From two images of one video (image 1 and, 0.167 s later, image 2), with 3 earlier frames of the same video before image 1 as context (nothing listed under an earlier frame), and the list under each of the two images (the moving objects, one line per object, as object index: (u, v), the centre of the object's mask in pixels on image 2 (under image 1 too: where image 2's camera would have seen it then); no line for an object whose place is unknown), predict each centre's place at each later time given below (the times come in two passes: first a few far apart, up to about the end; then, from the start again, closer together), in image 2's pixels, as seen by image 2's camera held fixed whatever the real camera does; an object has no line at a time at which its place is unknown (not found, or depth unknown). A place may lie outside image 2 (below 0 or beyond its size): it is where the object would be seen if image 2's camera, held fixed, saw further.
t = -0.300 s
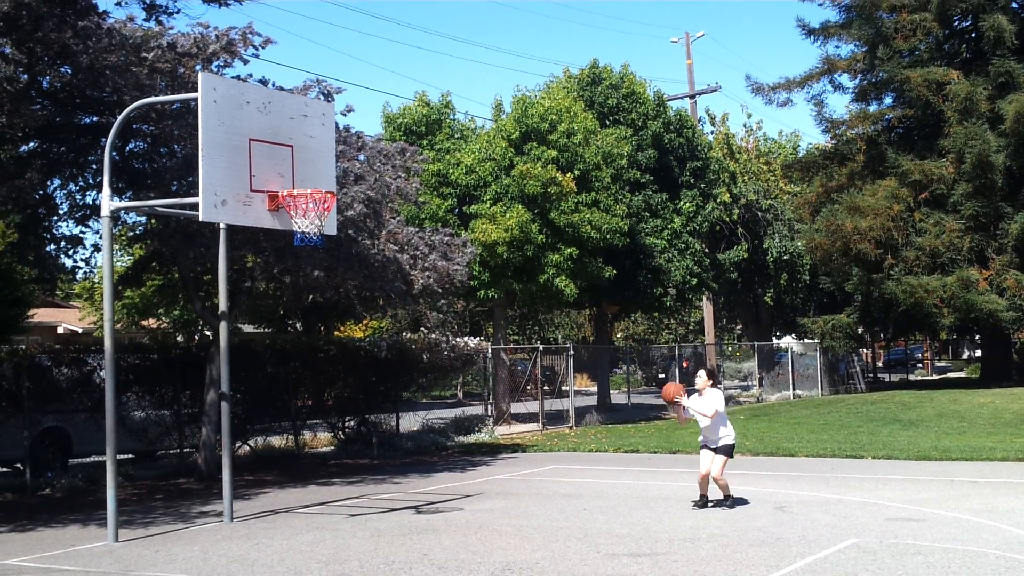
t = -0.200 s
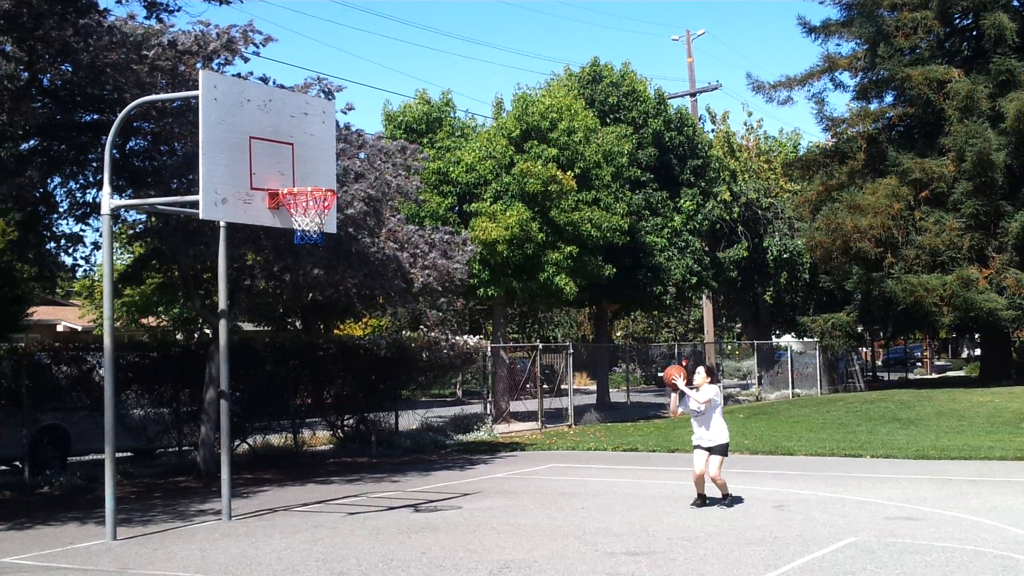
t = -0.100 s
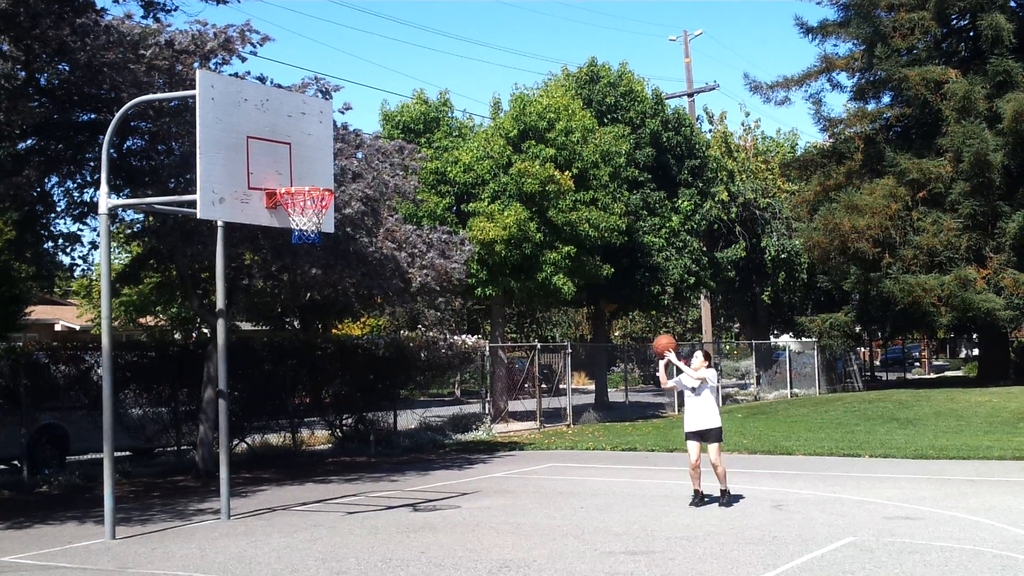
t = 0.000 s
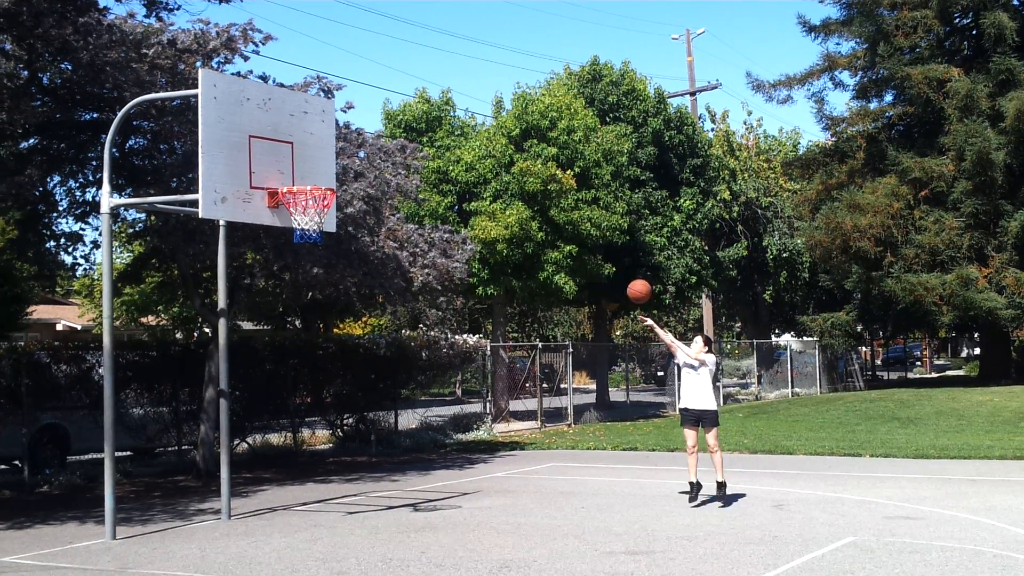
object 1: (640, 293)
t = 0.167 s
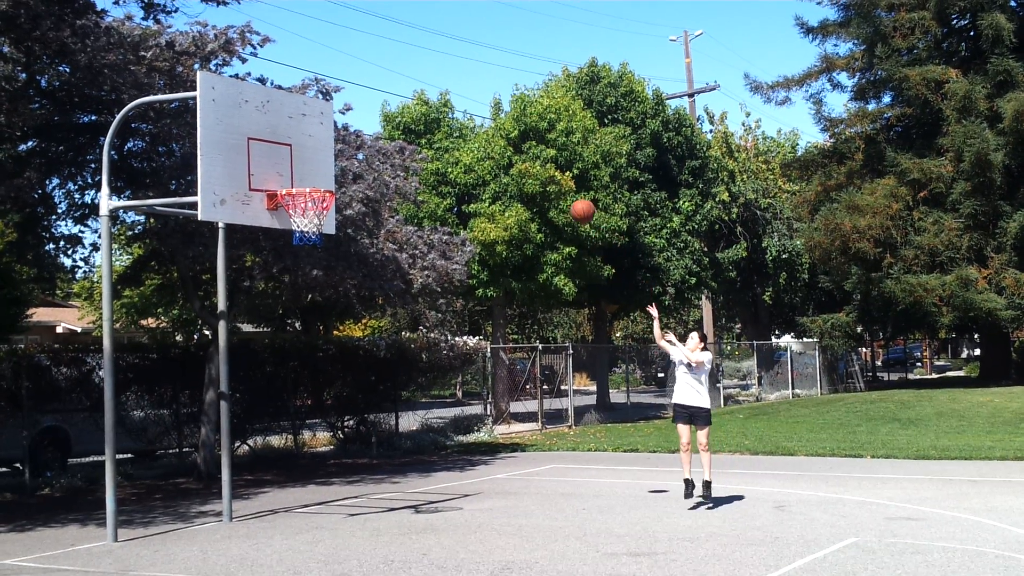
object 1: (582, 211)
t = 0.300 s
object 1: (538, 163)
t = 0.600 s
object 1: (431, 114)
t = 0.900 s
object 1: (316, 161)
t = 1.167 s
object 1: (375, 179)
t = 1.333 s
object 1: (442, 208)
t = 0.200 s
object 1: (571, 198)
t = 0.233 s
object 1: (560, 184)
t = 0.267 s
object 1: (549, 174)
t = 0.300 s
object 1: (538, 163)
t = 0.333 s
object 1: (526, 153)
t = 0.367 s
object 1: (514, 145)
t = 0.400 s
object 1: (503, 137)
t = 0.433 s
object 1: (491, 130)
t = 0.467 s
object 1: (479, 125)
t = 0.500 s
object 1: (467, 121)
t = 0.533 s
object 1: (455, 117)
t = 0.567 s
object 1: (443, 115)
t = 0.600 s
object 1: (431, 114)
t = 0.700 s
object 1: (393, 119)
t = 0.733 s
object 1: (381, 122)
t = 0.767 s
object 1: (369, 127)
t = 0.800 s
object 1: (355, 134)
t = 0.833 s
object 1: (342, 141)
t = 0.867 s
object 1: (329, 150)
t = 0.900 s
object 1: (316, 161)
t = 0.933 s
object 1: (302, 174)
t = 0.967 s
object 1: (293, 180)
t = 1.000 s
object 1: (306, 179)
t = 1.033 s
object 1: (321, 177)
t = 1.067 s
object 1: (336, 176)
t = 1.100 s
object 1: (349, 176)
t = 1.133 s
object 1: (362, 177)
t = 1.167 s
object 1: (375, 179)
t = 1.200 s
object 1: (389, 183)
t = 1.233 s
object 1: (403, 187)
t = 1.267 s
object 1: (415, 193)
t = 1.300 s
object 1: (428, 200)
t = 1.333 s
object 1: (442, 208)
